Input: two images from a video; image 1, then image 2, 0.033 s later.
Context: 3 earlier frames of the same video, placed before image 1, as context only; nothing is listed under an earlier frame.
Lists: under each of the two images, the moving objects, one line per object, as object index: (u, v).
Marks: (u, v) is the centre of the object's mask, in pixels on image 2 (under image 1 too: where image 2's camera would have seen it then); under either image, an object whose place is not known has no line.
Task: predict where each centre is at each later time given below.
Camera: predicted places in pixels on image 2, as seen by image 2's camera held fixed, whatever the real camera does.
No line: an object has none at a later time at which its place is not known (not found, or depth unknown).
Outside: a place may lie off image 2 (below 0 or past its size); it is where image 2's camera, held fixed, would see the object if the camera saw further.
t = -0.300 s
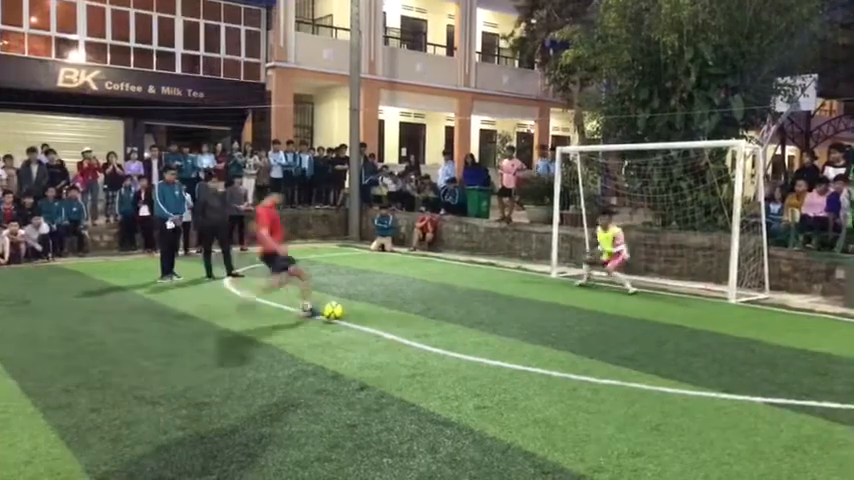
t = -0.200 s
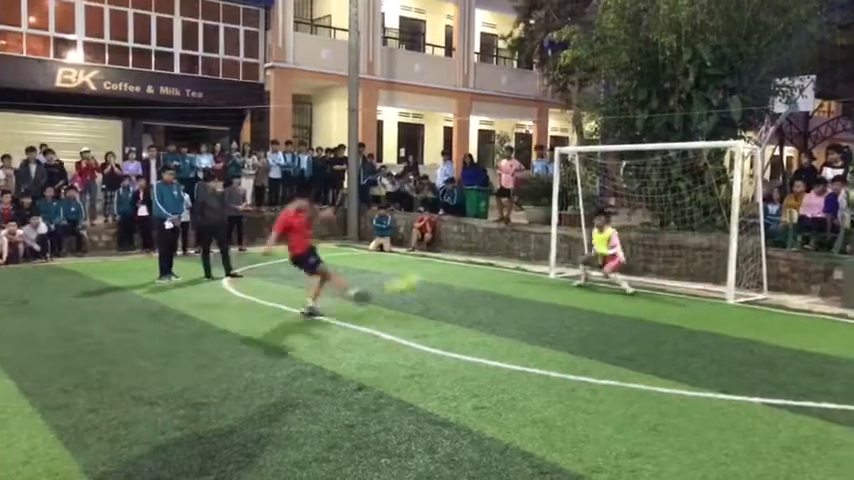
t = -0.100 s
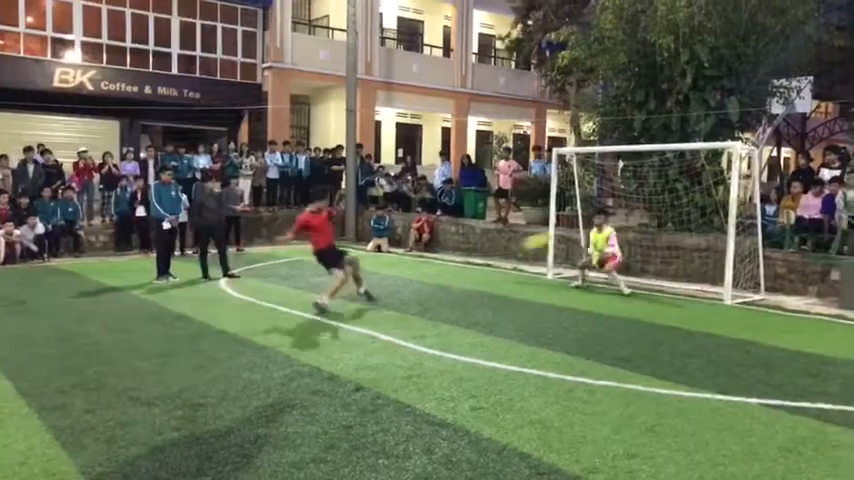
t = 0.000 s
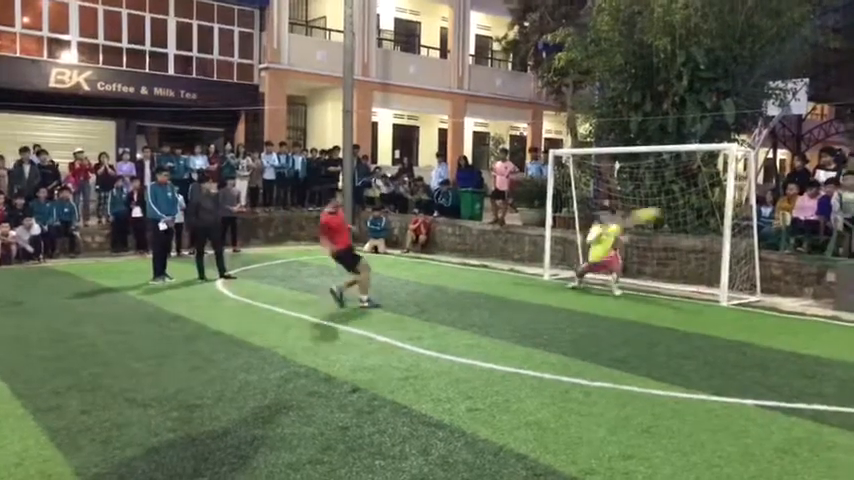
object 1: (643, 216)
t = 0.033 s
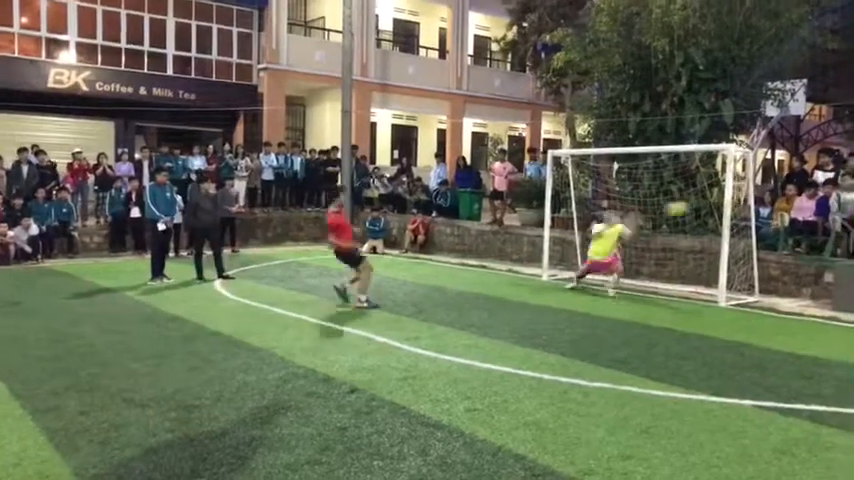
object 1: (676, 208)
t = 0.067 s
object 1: (705, 201)
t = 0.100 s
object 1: (719, 195)
